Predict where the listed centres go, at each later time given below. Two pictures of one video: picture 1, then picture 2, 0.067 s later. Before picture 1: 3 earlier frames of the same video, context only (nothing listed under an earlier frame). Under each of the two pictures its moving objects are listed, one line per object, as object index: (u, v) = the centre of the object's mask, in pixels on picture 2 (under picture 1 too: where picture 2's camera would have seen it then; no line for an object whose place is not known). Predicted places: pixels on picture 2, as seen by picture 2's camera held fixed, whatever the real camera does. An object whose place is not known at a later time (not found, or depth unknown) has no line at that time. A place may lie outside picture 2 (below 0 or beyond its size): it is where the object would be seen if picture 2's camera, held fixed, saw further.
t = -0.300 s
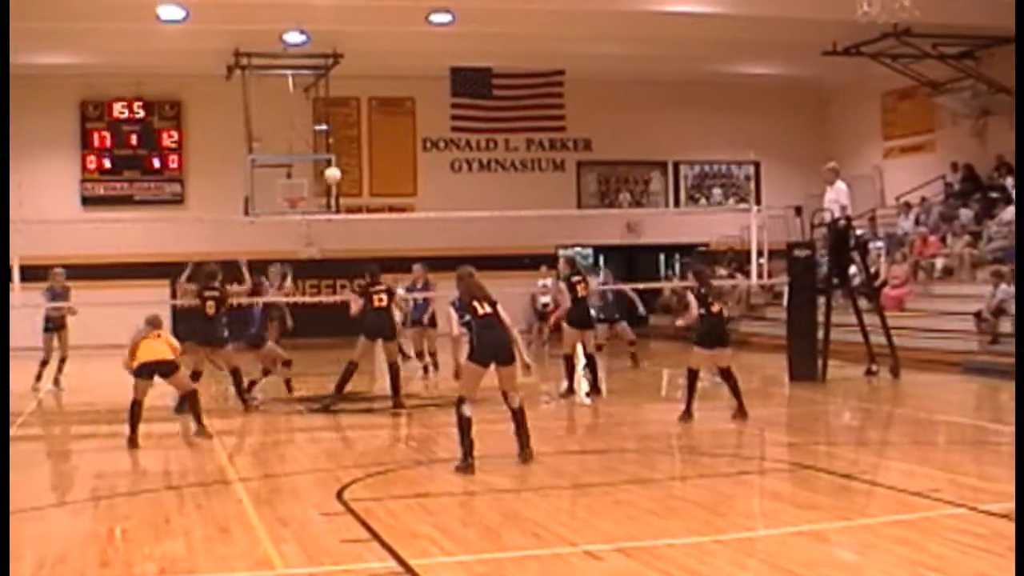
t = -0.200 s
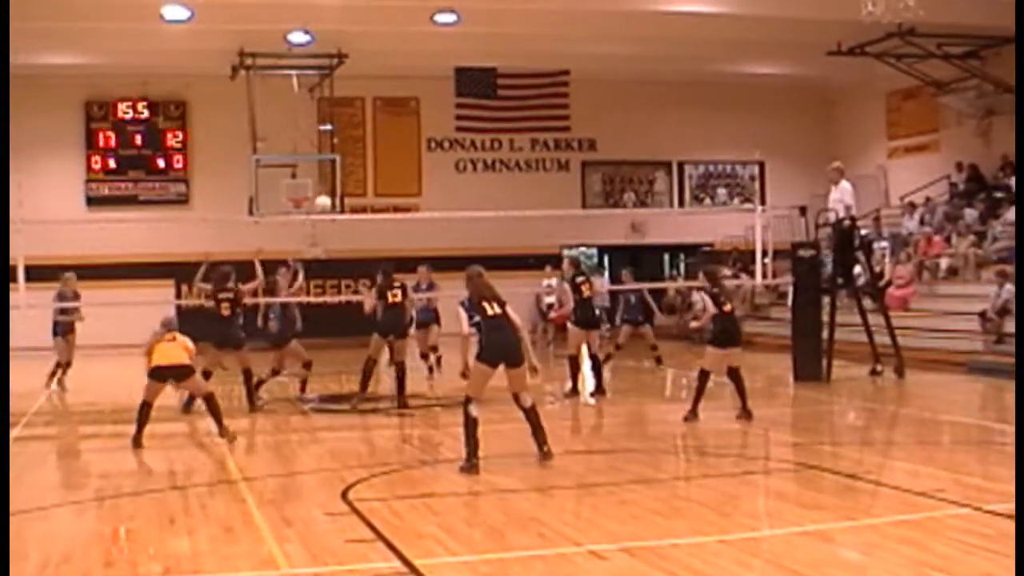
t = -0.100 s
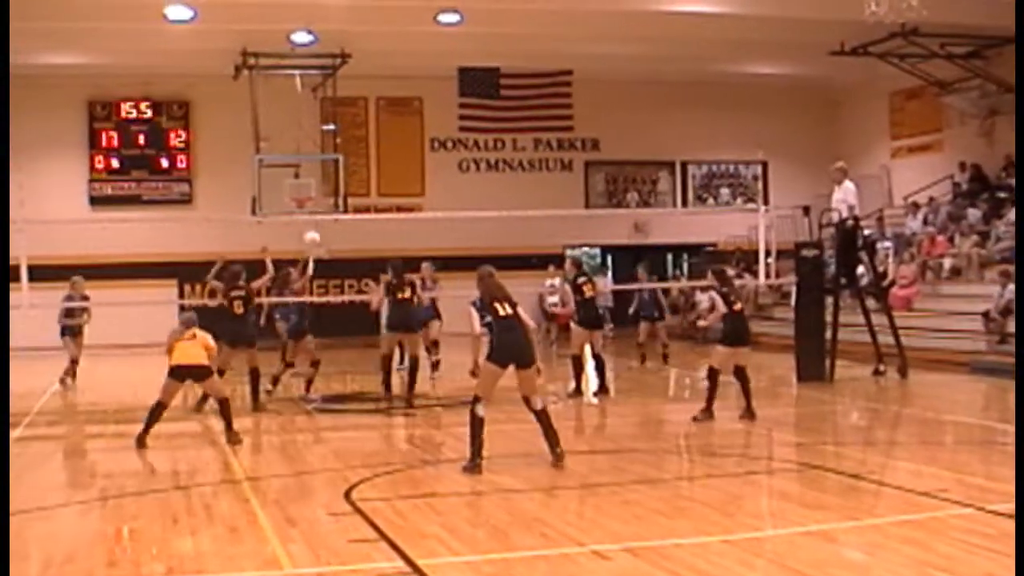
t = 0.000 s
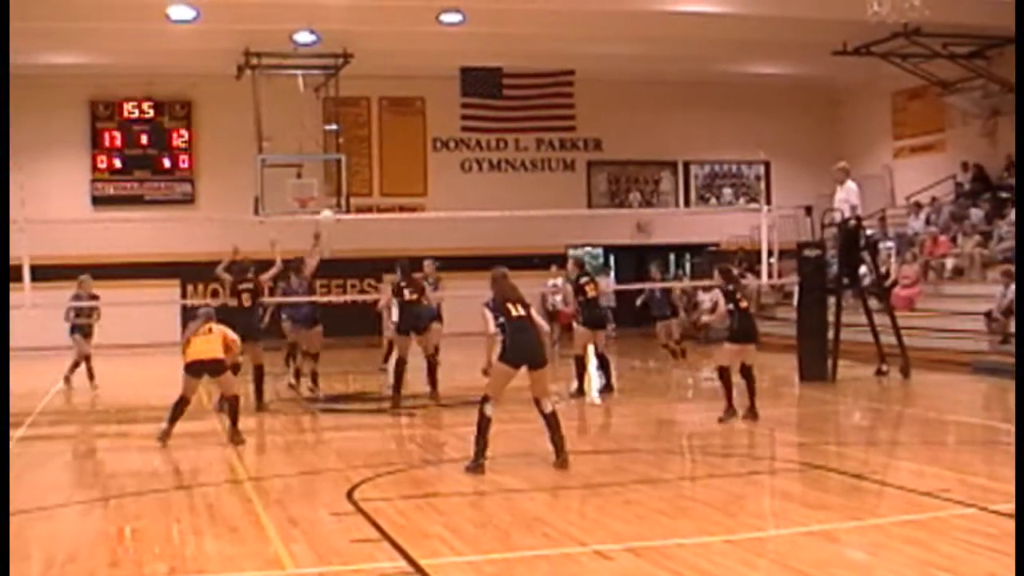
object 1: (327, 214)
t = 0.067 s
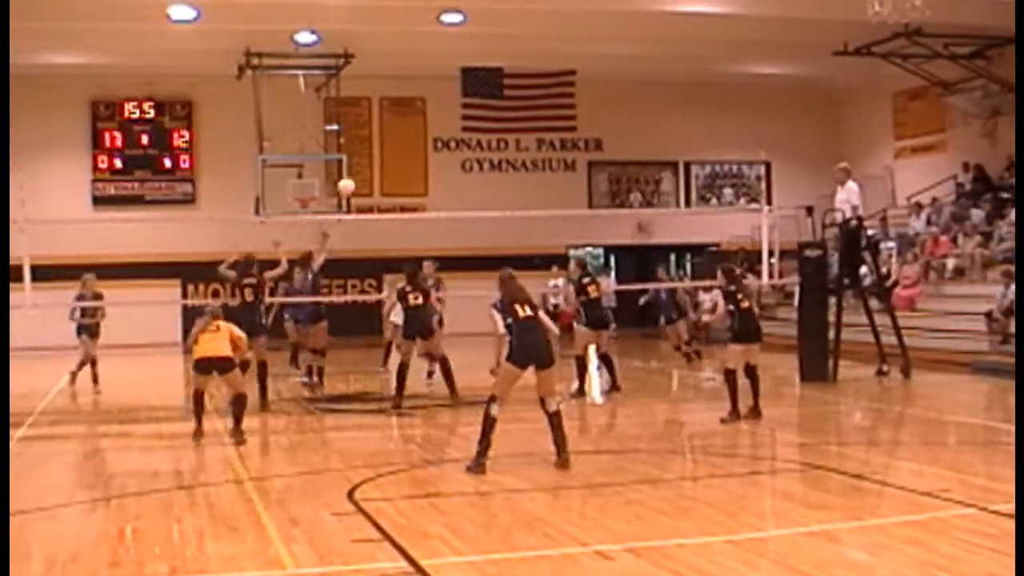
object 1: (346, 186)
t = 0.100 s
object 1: (355, 171)
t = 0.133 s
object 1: (365, 158)
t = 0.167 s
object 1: (374, 146)
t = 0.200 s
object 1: (383, 134)
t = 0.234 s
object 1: (392, 124)
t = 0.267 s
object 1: (401, 115)
